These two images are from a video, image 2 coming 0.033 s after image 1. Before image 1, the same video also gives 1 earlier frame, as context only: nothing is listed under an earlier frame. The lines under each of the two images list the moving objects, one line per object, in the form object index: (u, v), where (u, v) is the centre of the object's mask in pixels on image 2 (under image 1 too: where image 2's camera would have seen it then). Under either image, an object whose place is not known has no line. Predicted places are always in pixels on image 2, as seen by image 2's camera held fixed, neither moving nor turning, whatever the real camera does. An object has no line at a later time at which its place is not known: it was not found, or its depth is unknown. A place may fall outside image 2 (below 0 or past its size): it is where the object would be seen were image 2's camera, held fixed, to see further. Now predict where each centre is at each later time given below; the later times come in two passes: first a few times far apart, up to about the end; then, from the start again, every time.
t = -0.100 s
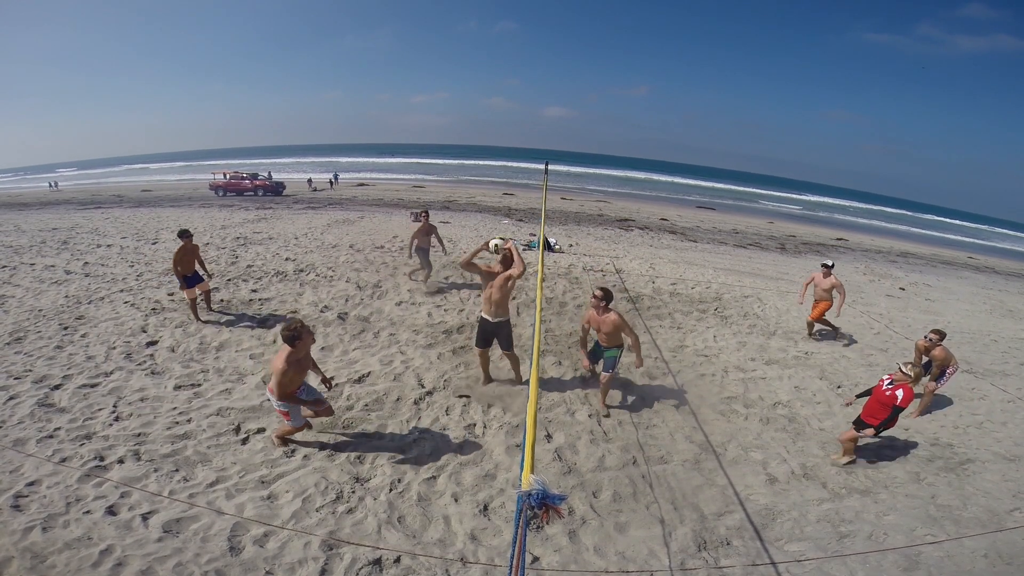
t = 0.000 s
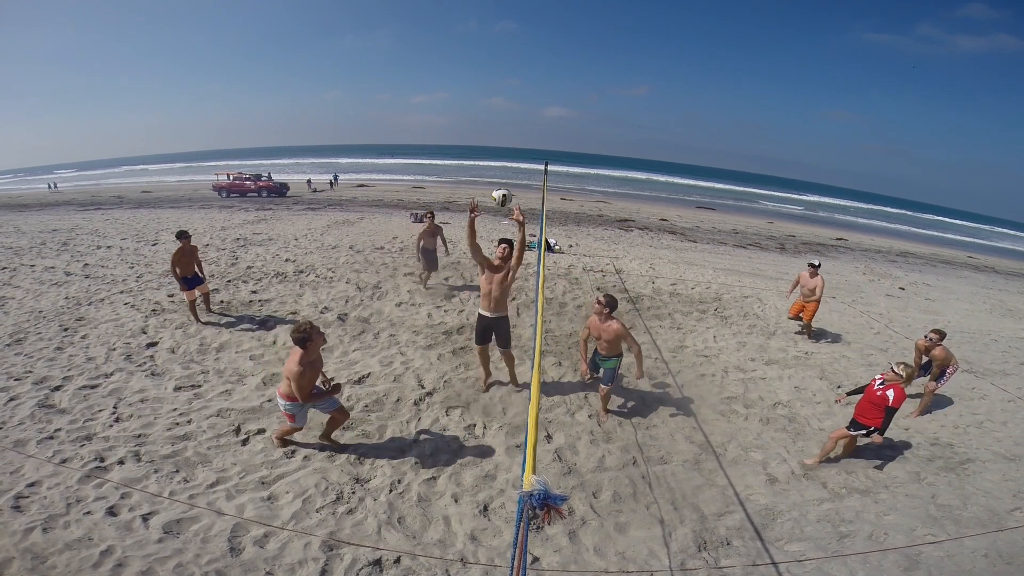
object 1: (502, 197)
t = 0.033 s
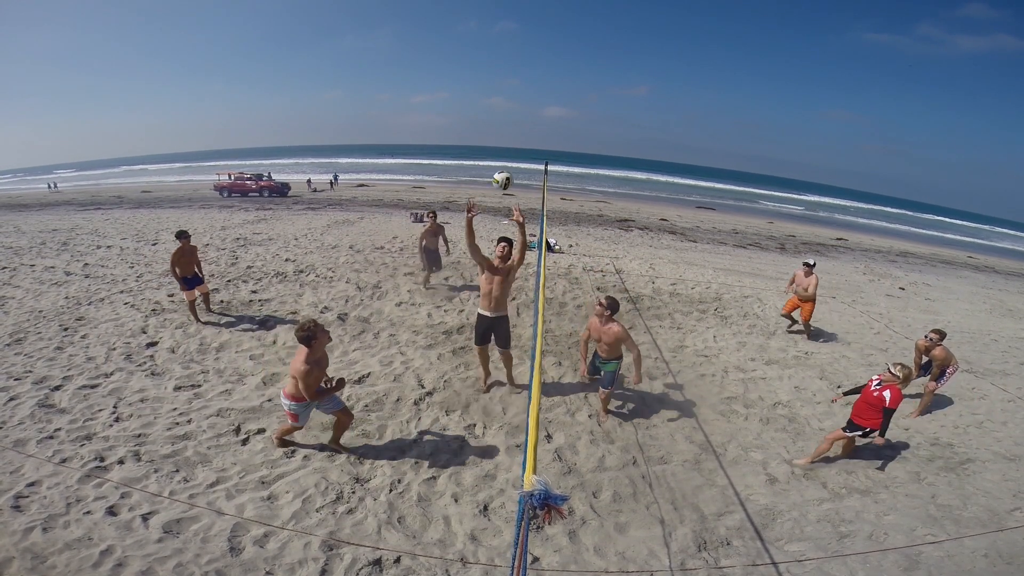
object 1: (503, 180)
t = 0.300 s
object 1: (512, 67)
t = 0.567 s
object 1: (519, 10)
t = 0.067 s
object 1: (504, 164)
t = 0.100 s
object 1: (505, 148)
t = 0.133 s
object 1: (507, 133)
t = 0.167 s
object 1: (508, 118)
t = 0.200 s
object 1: (509, 104)
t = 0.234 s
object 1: (510, 91)
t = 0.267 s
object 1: (512, 79)
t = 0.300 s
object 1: (512, 67)
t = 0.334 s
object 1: (513, 57)
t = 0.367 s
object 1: (515, 47)
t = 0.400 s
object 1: (516, 39)
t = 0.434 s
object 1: (516, 31)
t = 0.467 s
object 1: (517, 23)
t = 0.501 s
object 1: (518, 18)
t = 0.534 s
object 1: (519, 13)
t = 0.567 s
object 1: (519, 10)
